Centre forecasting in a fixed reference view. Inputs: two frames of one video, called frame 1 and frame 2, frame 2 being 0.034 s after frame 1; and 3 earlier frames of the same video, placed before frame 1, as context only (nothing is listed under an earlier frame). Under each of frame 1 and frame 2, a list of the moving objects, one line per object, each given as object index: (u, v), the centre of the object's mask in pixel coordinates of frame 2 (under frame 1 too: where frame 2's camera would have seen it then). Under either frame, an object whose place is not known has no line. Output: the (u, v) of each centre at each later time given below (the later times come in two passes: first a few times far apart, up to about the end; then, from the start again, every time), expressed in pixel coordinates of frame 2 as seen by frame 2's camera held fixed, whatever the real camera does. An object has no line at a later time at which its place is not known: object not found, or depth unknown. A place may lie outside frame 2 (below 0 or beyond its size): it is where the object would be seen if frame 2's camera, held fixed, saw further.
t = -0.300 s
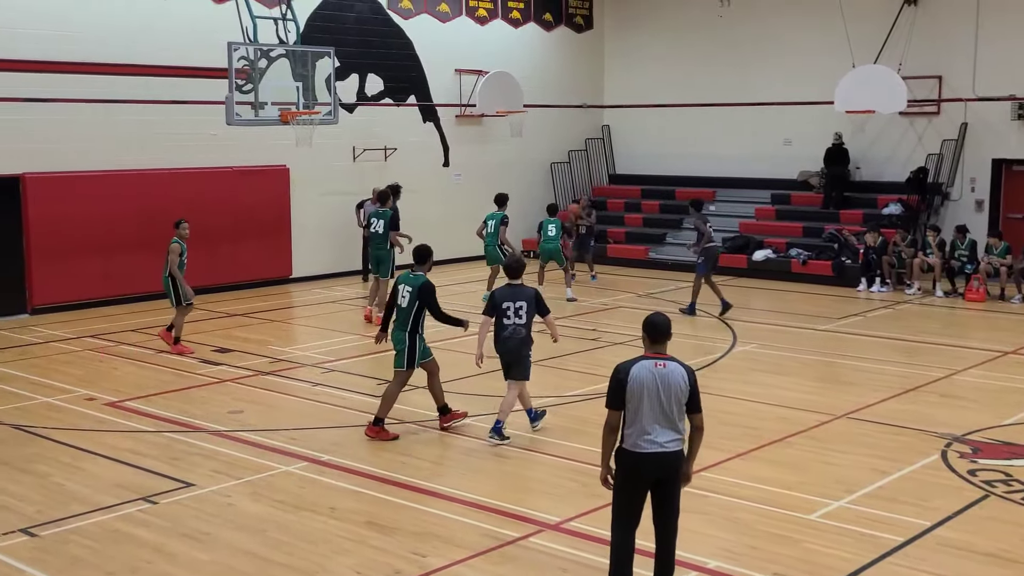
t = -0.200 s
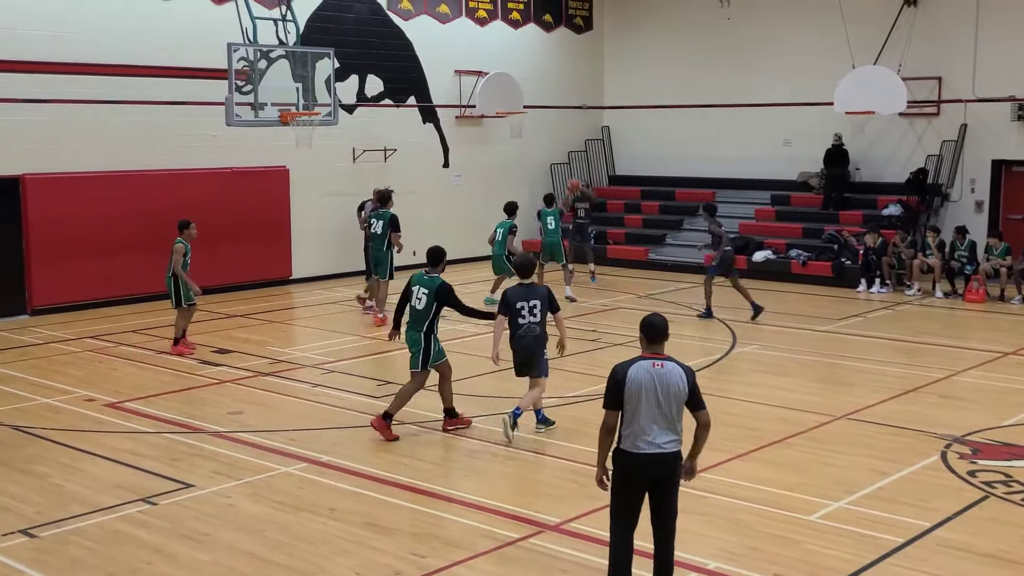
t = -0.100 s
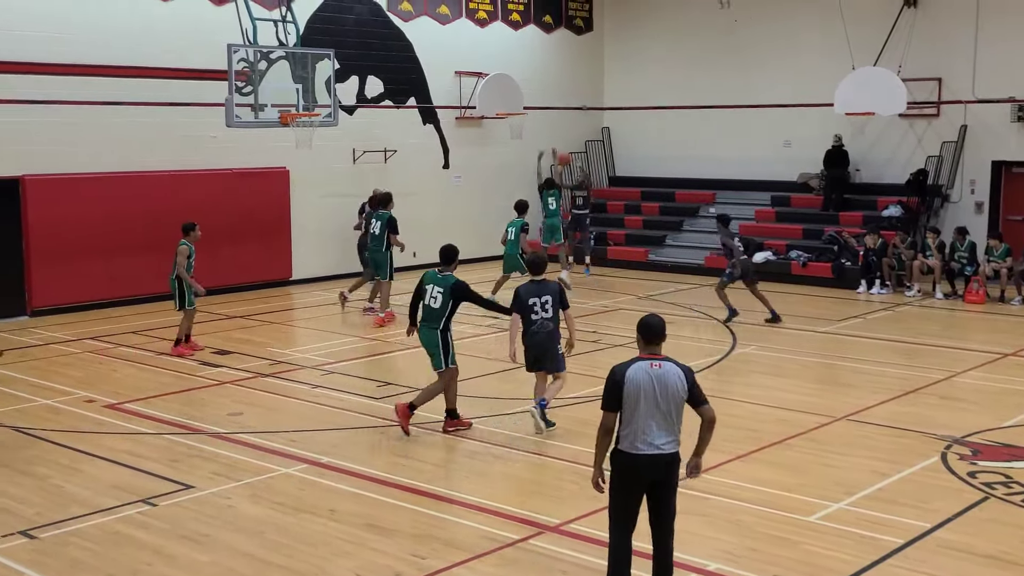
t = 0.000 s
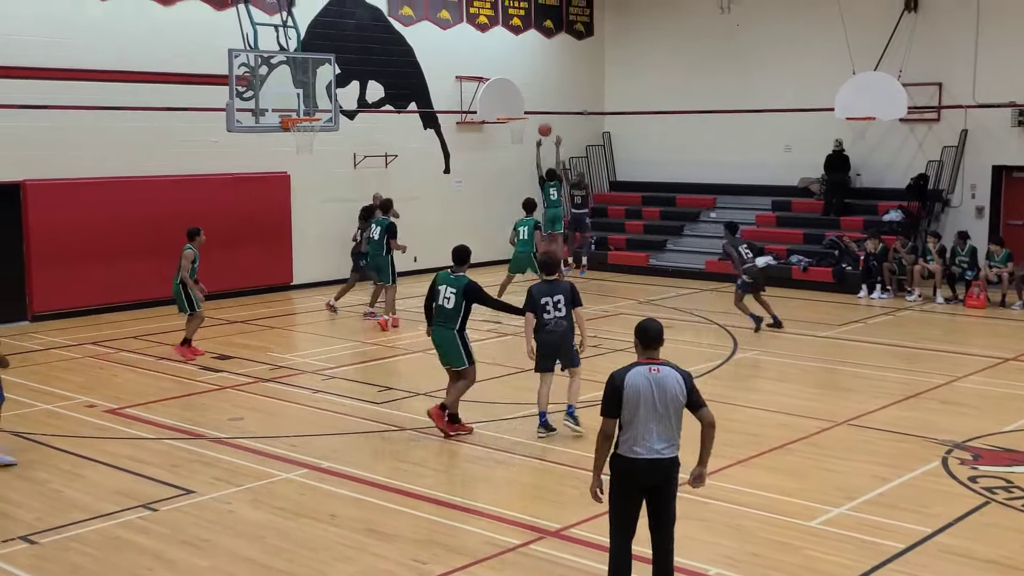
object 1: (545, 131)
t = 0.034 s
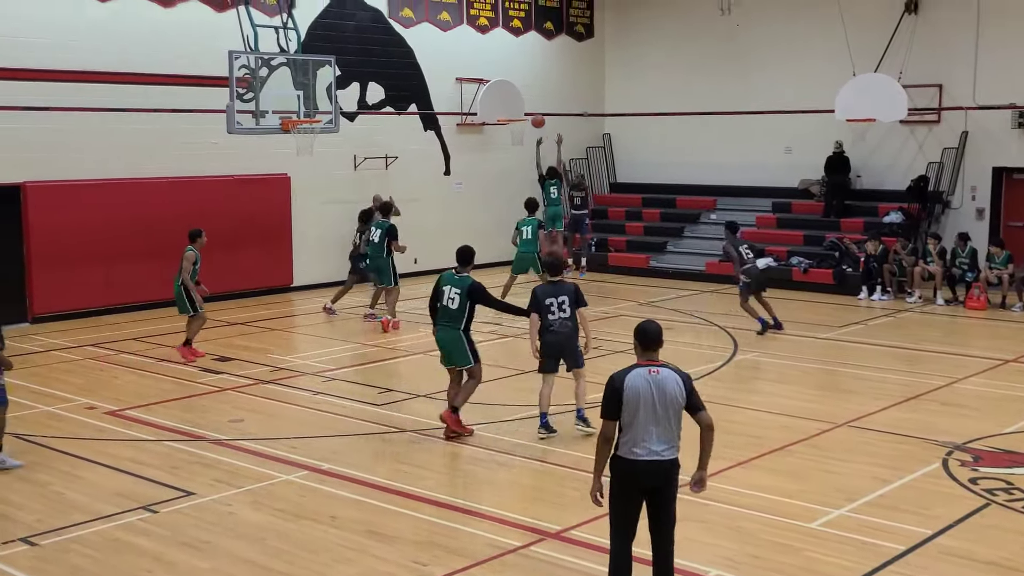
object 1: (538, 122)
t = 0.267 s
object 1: (487, 65)
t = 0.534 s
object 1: (423, 39)
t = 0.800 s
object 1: (356, 58)
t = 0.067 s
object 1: (531, 112)
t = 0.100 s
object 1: (524, 102)
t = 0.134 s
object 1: (516, 94)
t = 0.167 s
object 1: (509, 86)
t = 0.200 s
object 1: (502, 78)
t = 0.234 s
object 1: (494, 72)
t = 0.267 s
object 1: (487, 65)
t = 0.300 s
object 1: (479, 60)
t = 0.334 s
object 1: (471, 55)
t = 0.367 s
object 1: (463, 51)
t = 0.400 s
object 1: (455, 47)
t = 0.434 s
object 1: (447, 44)
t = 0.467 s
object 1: (439, 42)
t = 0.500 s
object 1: (431, 40)
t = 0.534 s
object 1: (423, 39)
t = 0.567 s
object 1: (415, 39)
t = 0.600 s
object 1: (406, 39)
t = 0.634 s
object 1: (398, 40)
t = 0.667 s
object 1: (390, 42)
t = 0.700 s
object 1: (381, 45)
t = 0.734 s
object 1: (373, 49)
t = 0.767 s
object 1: (365, 53)
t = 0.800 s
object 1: (356, 58)
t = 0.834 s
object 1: (347, 64)
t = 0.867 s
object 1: (339, 71)
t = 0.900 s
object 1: (330, 79)
